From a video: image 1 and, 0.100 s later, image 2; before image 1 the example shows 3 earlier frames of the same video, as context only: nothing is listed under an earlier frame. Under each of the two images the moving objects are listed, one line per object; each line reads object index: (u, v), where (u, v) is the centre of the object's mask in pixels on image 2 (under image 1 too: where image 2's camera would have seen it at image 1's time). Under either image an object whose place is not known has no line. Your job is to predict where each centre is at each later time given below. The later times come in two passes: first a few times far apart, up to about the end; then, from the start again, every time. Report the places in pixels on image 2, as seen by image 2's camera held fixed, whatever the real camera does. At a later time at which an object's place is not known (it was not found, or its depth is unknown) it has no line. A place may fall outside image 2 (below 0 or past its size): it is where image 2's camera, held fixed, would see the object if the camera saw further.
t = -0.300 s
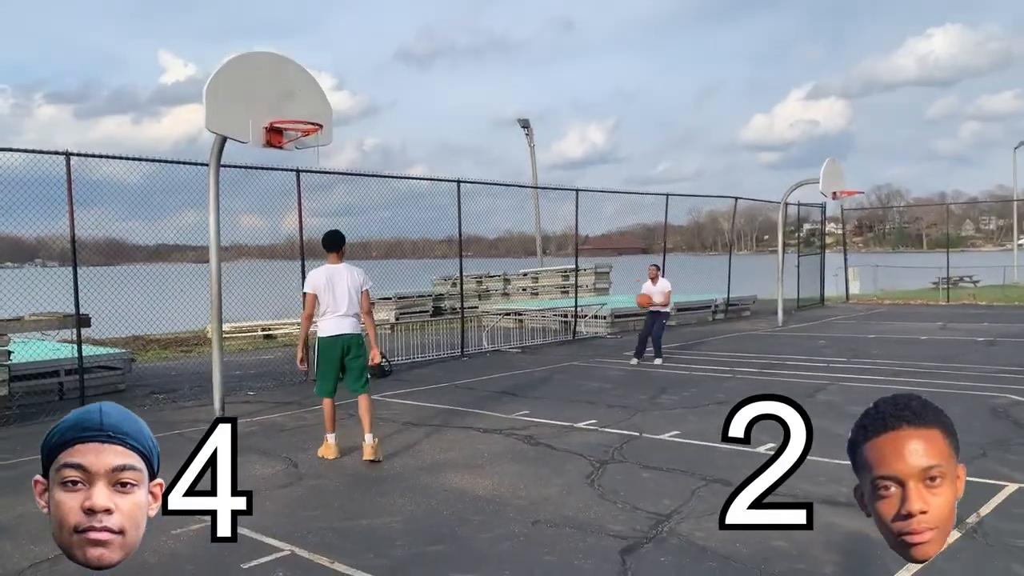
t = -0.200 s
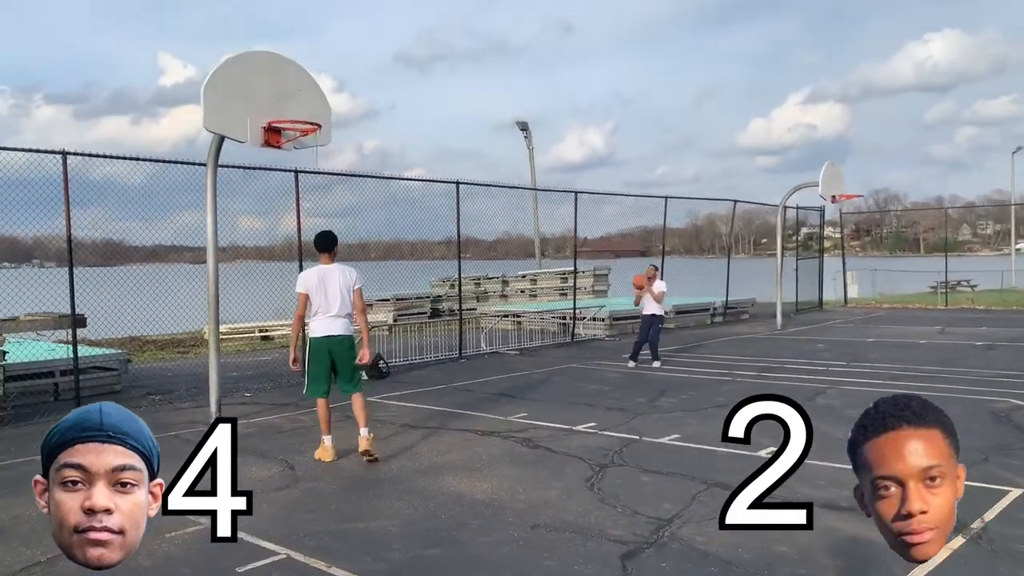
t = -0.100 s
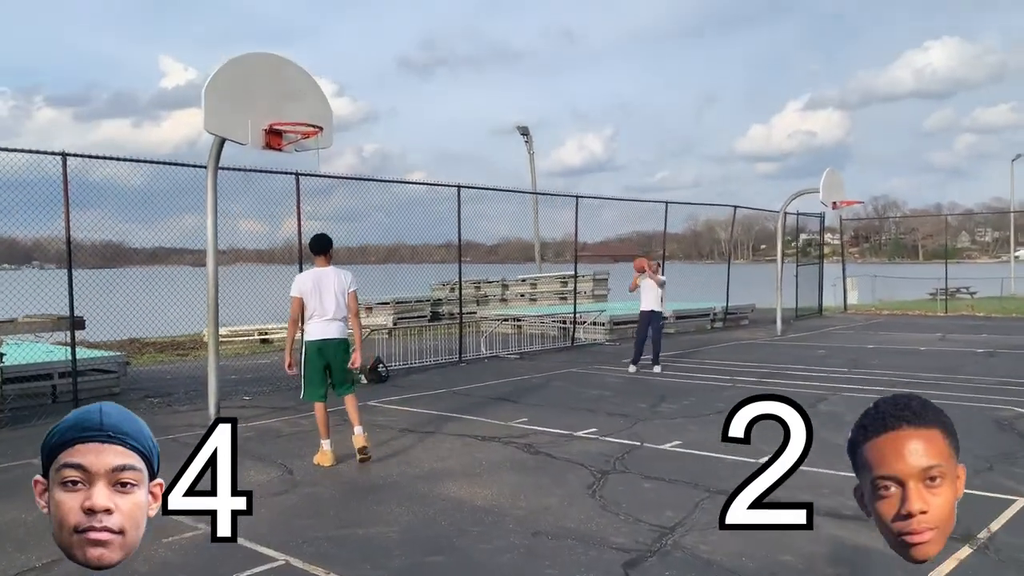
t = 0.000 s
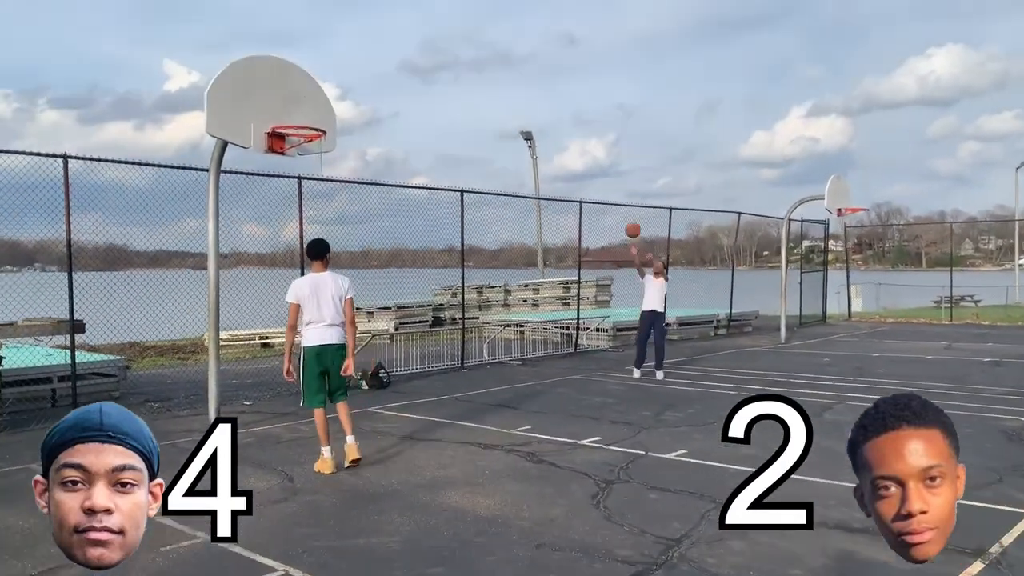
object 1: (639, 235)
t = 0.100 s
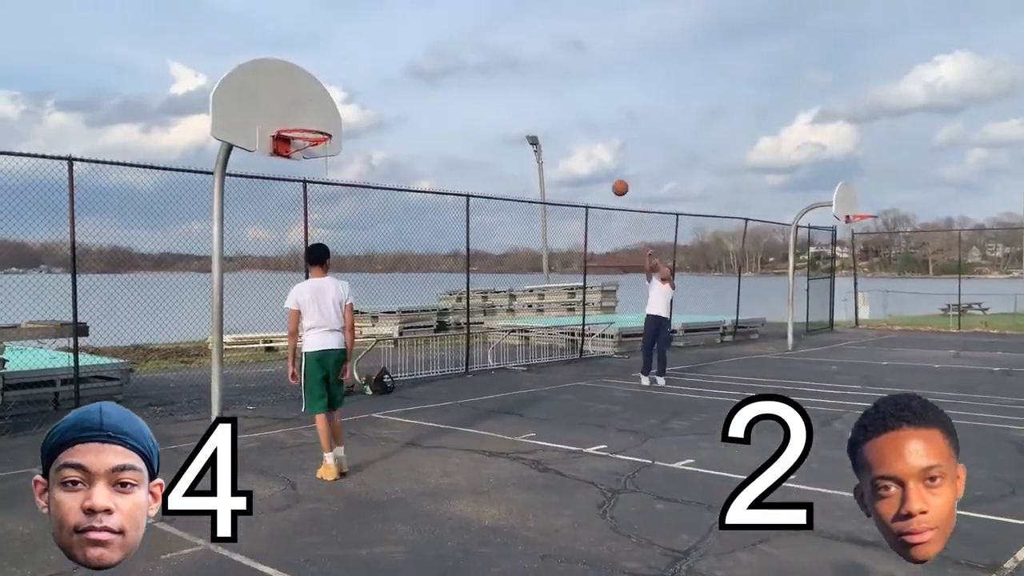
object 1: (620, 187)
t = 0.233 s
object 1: (593, 130)
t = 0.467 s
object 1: (541, 53)
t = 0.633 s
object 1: (498, 21)
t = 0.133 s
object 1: (614, 172)
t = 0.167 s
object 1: (607, 158)
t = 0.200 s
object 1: (600, 144)
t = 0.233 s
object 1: (593, 130)
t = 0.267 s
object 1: (586, 117)
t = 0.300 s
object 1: (579, 105)
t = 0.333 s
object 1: (572, 93)
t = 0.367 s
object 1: (564, 82)
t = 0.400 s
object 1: (557, 72)
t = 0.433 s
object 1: (549, 62)
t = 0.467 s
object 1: (541, 53)
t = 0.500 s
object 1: (532, 45)
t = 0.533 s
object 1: (524, 37)
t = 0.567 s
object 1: (515, 30)
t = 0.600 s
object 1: (506, 25)
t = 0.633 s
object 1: (498, 21)
